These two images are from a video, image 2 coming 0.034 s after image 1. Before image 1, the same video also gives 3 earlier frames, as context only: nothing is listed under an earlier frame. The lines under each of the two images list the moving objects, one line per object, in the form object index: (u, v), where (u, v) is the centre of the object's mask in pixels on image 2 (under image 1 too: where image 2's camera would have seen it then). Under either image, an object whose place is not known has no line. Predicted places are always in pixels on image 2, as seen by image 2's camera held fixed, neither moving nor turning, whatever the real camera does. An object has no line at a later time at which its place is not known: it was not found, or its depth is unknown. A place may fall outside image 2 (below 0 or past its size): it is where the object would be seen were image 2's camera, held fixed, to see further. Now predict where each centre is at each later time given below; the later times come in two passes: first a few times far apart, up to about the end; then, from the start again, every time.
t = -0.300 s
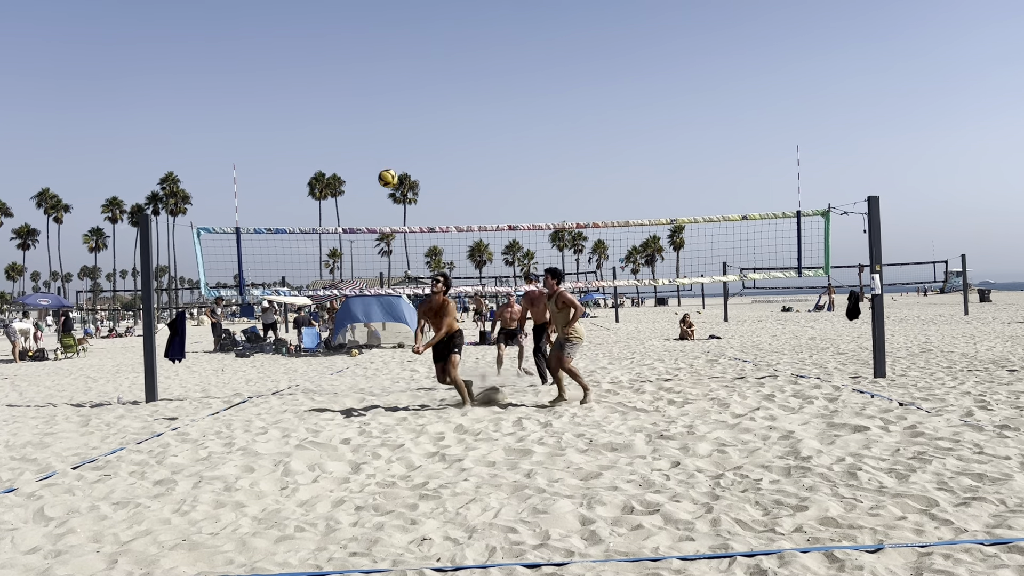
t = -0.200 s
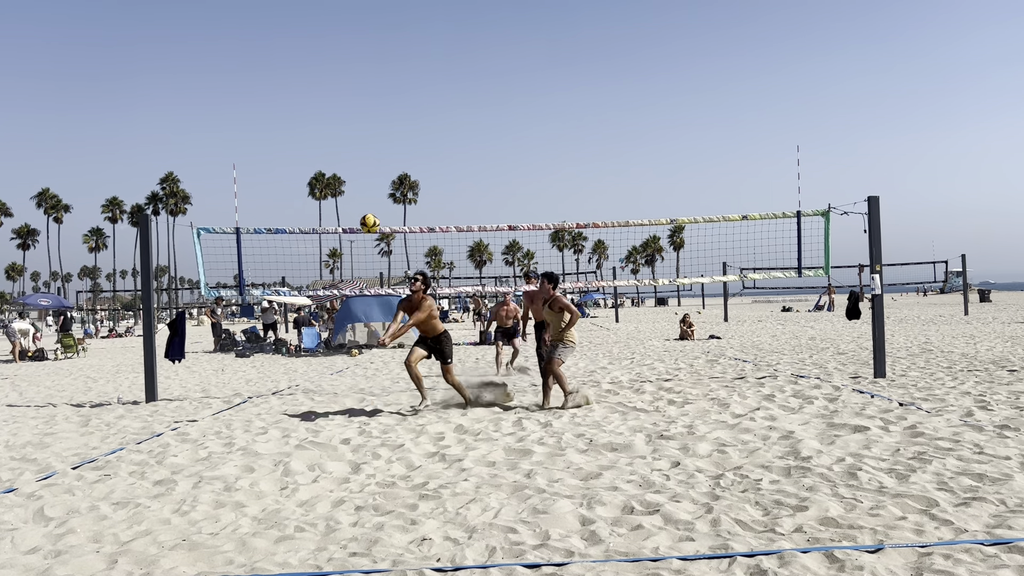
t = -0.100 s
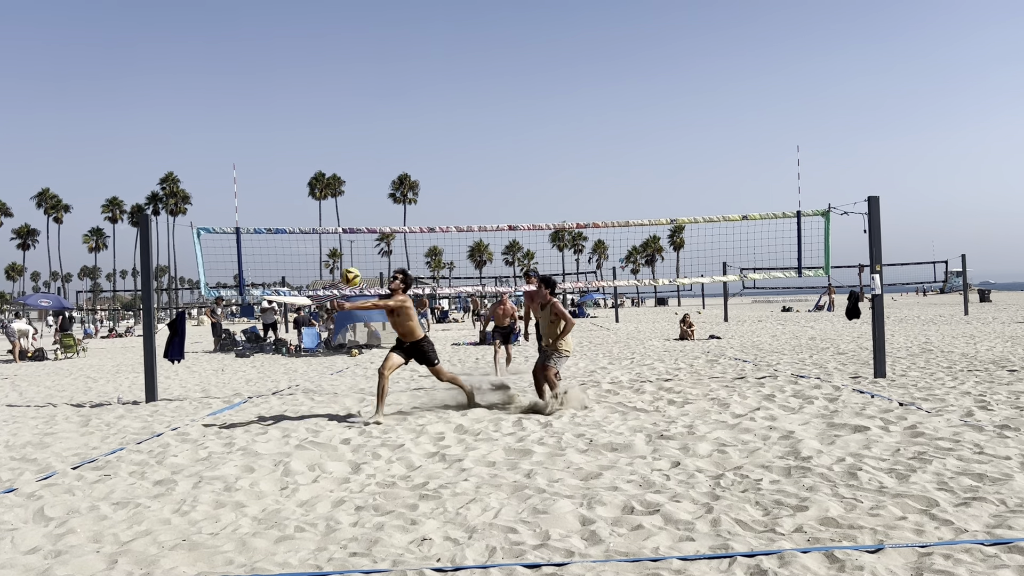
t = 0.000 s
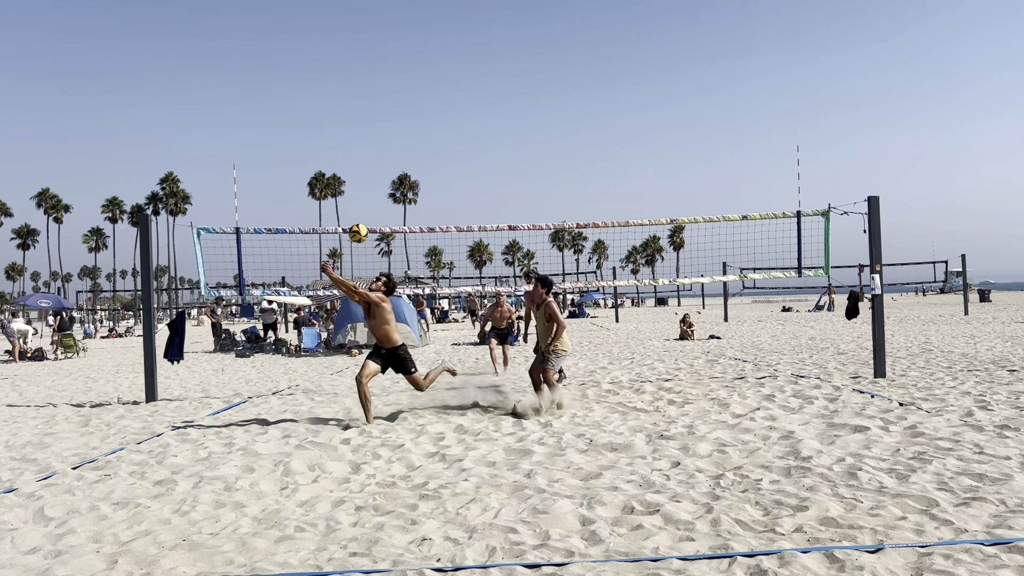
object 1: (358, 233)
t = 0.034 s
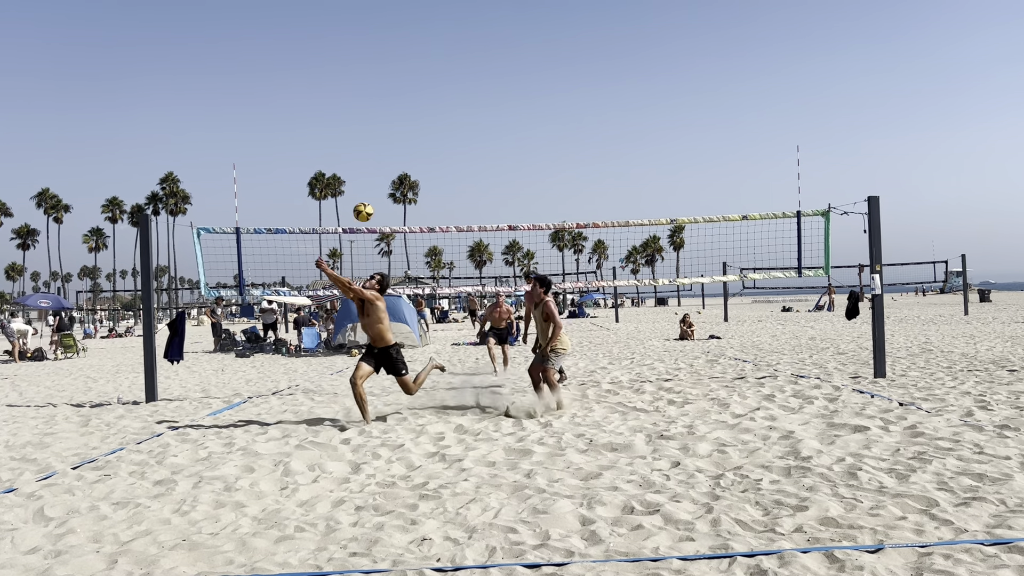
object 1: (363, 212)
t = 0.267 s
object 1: (397, 96)
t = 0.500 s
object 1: (430, 35)
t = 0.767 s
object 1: (465, 26)
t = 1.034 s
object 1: (495, 75)
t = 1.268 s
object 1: (518, 159)
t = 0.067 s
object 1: (368, 192)
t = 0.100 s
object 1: (373, 173)
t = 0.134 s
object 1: (378, 155)
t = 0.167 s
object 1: (383, 139)
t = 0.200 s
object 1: (388, 123)
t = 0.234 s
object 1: (392, 109)
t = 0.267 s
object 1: (397, 96)
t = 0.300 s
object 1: (402, 84)
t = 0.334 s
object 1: (407, 73)
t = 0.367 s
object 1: (412, 64)
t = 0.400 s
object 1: (416, 55)
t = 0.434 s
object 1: (421, 47)
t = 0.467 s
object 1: (425, 41)
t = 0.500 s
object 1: (430, 35)
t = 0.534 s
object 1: (434, 31)
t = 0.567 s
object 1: (439, 27)
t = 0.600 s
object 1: (443, 25)
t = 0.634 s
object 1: (448, 23)
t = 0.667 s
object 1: (452, 23)
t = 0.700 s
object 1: (456, 23)
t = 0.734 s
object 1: (460, 24)
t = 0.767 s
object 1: (465, 26)
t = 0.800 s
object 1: (469, 29)
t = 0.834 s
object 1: (472, 33)
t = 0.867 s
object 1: (476, 39)
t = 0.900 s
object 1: (480, 44)
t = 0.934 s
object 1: (484, 51)
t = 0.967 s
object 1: (488, 58)
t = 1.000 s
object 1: (491, 66)
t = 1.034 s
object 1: (495, 75)
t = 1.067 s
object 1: (498, 85)
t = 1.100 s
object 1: (501, 96)
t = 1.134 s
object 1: (505, 107)
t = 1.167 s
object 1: (508, 118)
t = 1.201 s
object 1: (511, 131)
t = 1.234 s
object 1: (515, 145)
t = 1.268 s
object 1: (518, 159)
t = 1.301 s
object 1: (520, 174)
